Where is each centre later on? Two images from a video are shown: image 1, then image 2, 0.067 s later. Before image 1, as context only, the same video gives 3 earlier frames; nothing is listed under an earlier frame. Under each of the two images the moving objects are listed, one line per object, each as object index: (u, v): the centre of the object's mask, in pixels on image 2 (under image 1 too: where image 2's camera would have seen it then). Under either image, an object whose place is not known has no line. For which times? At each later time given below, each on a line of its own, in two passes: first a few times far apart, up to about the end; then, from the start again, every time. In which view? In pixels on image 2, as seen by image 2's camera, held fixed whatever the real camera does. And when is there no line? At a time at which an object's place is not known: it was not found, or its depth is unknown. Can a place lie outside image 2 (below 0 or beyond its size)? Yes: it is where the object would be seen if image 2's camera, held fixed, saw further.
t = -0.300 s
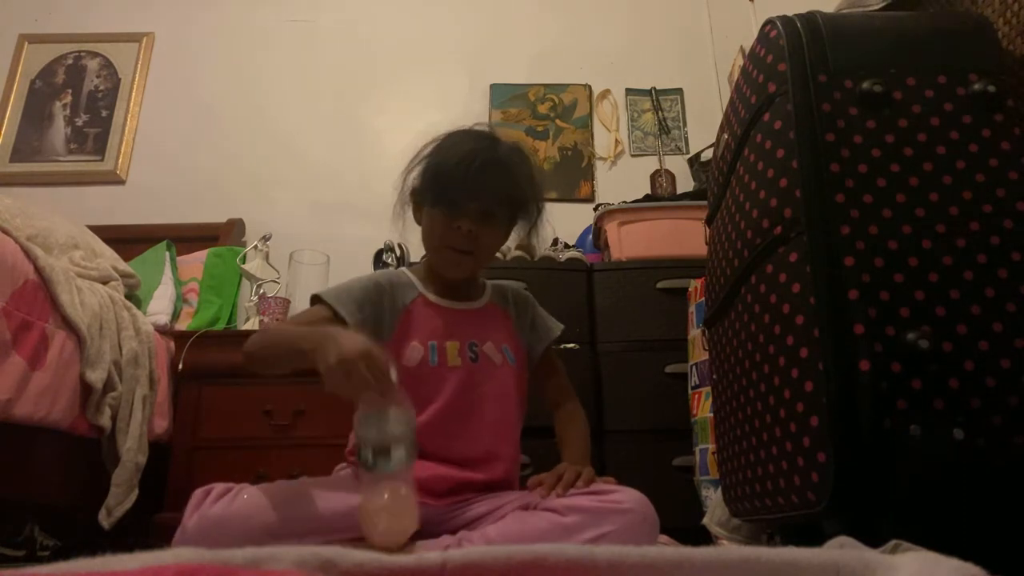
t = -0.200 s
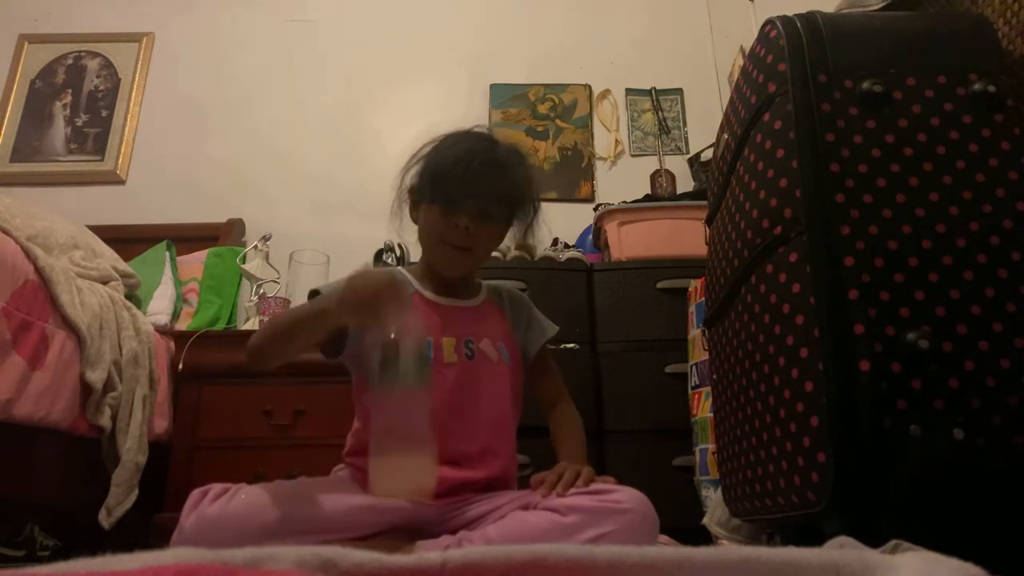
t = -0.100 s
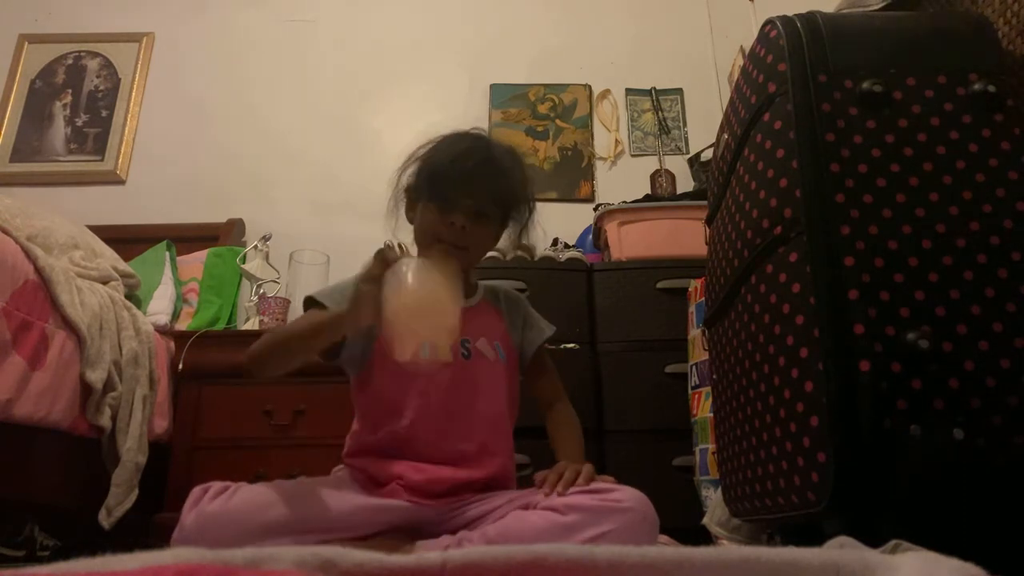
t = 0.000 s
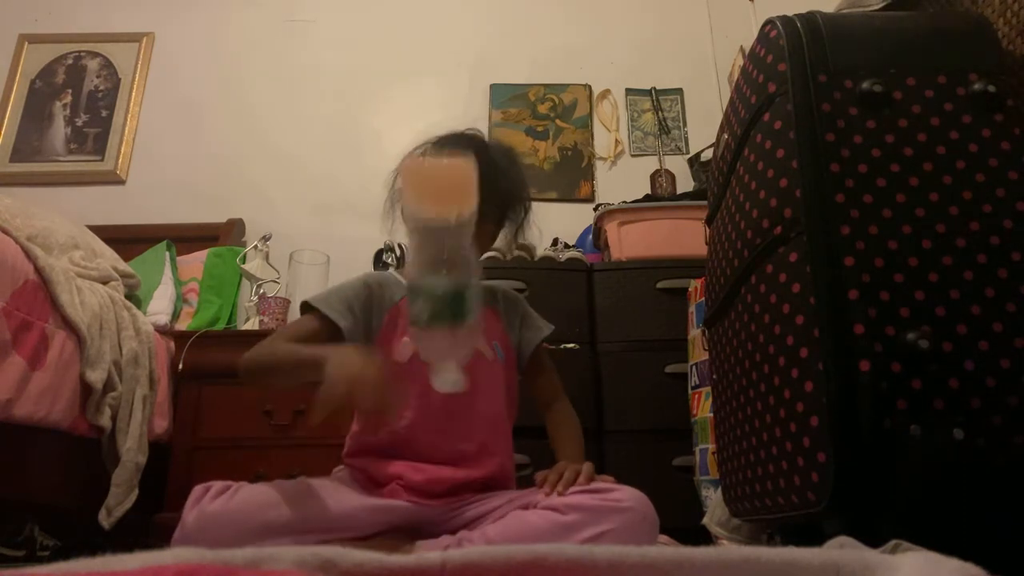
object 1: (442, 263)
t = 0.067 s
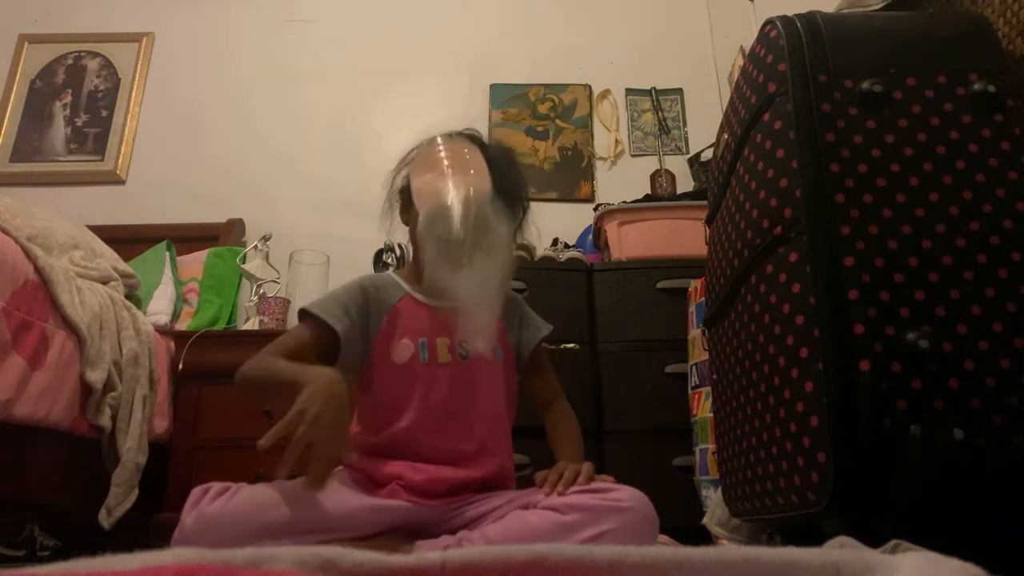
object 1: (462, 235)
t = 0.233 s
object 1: (481, 327)
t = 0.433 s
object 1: (566, 414)
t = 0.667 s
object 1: (717, 497)
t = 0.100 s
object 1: (471, 200)
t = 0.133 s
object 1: (474, 184)
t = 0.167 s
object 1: (475, 199)
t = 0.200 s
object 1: (477, 253)
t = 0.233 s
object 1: (481, 327)
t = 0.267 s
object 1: (488, 415)
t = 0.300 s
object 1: (515, 411)
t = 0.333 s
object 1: (534, 412)
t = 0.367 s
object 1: (544, 413)
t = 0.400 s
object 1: (554, 414)
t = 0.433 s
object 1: (566, 414)
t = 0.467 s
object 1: (580, 417)
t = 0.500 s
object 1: (592, 422)
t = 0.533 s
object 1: (606, 426)
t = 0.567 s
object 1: (627, 433)
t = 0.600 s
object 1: (653, 446)
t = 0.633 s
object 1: (687, 468)
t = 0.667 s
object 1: (717, 497)
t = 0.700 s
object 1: (705, 510)
